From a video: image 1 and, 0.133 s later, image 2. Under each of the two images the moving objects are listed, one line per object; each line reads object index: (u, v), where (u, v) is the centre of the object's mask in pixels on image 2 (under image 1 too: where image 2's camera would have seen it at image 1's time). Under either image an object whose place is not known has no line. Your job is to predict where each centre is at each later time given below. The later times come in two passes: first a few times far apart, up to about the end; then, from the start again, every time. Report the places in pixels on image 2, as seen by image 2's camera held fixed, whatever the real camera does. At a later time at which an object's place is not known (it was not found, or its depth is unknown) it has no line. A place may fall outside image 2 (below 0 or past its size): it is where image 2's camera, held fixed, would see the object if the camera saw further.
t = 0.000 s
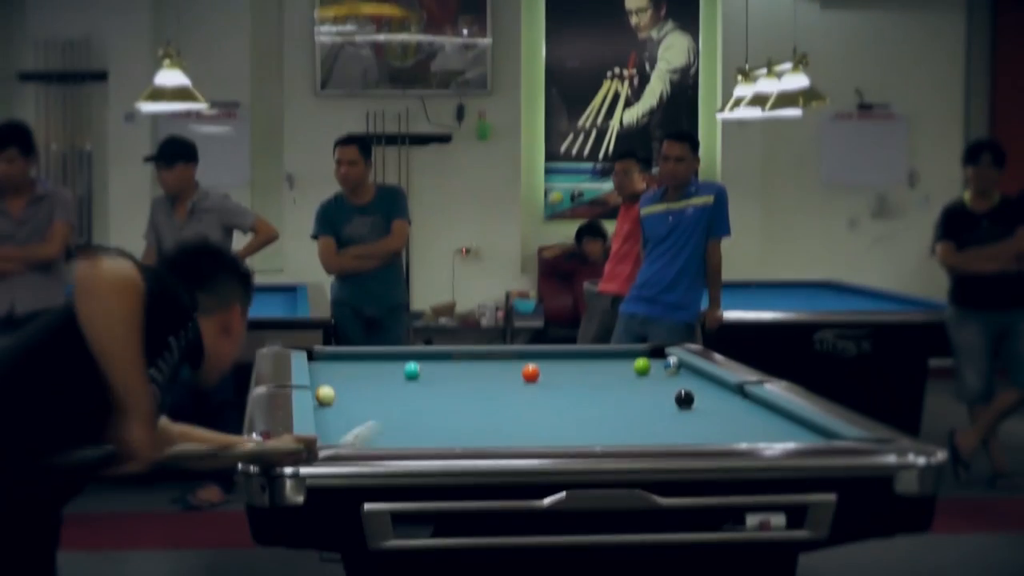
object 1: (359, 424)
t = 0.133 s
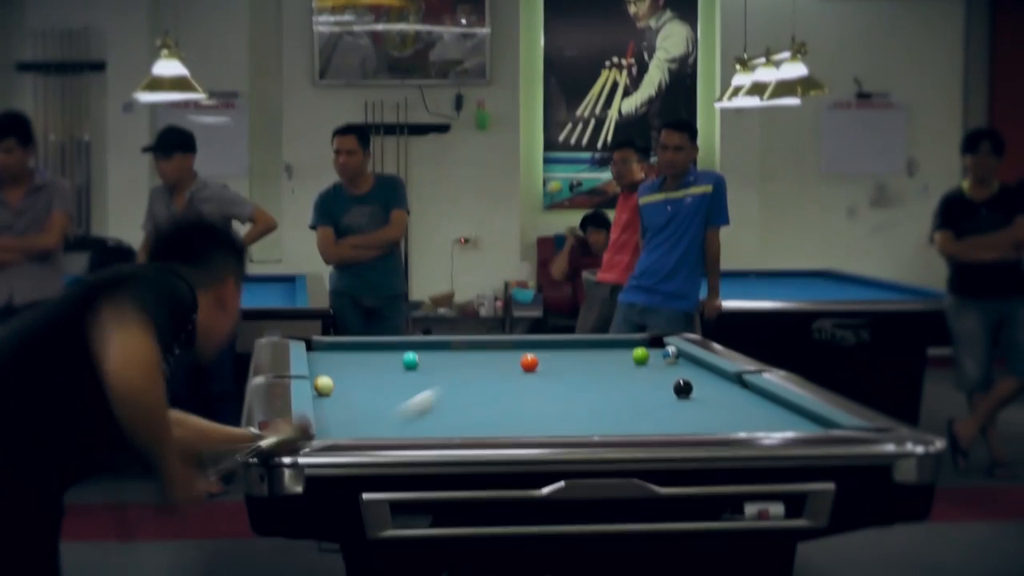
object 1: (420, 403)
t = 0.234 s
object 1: (459, 388)
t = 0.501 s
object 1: (499, 362)
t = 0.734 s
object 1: (456, 356)
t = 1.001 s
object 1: (416, 347)
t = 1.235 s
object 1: (384, 344)
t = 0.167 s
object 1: (431, 399)
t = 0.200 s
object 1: (448, 392)
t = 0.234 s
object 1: (459, 388)
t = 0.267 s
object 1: (469, 384)
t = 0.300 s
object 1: (484, 378)
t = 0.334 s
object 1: (493, 373)
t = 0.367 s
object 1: (500, 371)
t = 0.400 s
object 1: (512, 366)
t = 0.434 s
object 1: (514, 364)
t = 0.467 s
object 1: (510, 363)
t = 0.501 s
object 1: (499, 362)
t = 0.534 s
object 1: (493, 361)
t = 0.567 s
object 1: (487, 361)
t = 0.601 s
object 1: (478, 359)
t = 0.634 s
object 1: (473, 358)
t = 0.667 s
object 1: (468, 358)
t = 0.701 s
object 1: (461, 356)
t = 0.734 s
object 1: (456, 356)
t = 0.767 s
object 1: (452, 355)
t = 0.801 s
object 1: (445, 354)
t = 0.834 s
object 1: (441, 353)
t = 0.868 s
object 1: (436, 352)
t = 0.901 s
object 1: (430, 351)
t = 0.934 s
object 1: (426, 350)
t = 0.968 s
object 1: (422, 349)
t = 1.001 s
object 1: (416, 347)
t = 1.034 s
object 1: (412, 346)
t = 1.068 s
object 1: (408, 346)
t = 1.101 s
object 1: (401, 346)
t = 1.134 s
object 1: (398, 345)
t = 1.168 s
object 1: (394, 345)
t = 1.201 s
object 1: (388, 344)
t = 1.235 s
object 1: (384, 344)
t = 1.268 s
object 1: (381, 344)
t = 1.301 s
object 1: (375, 344)
